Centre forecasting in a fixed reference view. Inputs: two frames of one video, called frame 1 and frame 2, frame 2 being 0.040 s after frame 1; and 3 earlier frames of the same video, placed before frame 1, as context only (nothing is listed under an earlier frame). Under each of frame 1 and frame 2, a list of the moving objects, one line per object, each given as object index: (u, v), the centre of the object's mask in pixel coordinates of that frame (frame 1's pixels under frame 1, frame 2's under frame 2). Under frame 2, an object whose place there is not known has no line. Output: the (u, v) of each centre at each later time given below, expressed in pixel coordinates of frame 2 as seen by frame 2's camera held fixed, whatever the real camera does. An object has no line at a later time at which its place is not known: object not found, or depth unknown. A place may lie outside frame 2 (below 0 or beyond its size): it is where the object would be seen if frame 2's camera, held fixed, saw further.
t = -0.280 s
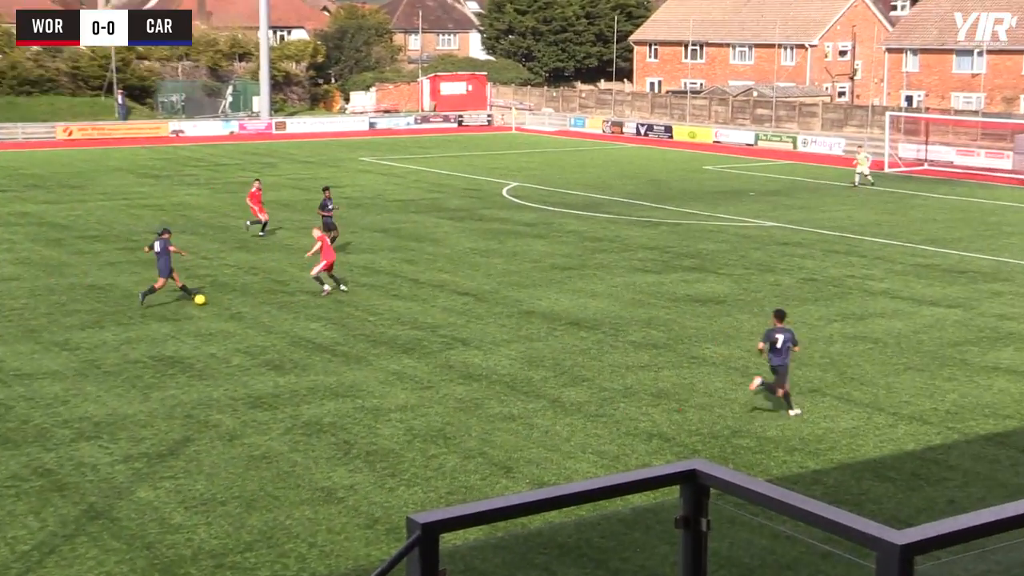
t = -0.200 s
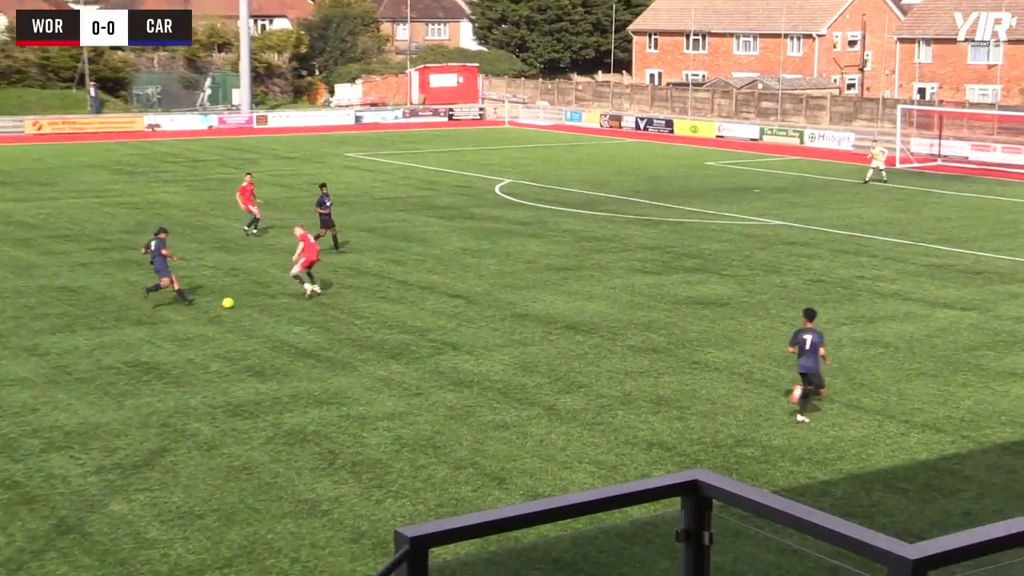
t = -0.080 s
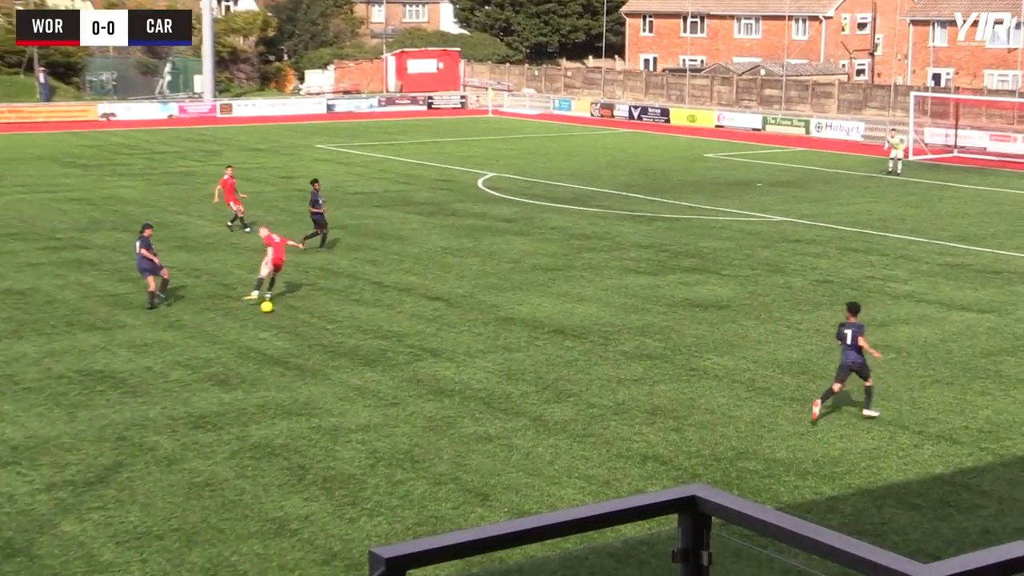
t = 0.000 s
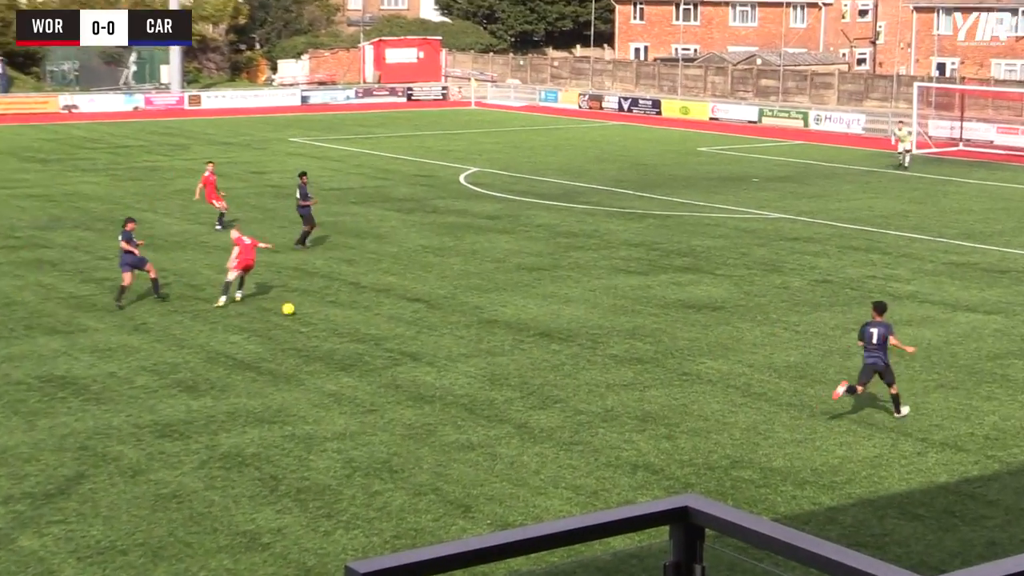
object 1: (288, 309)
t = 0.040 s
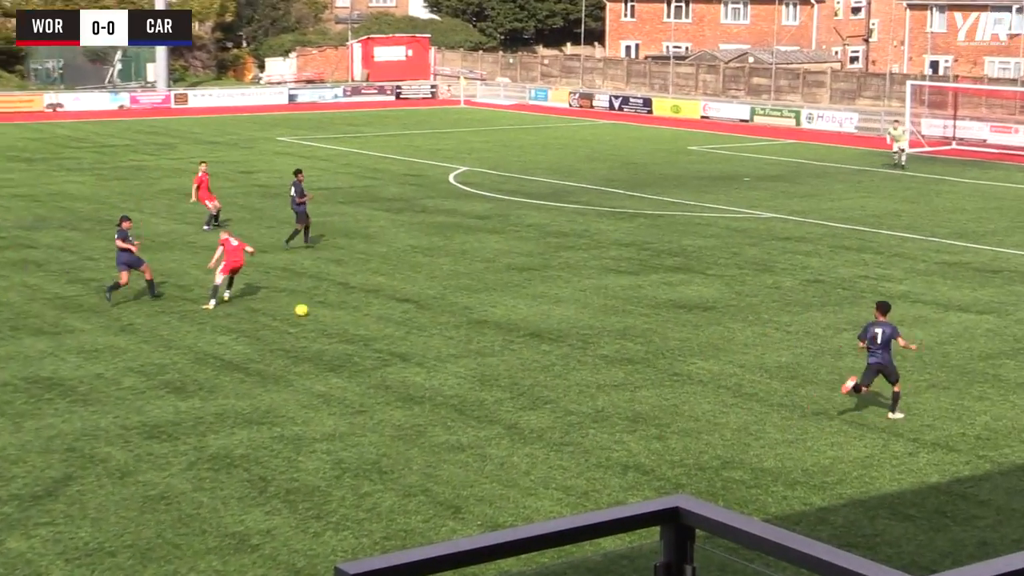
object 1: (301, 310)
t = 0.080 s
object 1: (324, 309)
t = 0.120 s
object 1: (346, 309)
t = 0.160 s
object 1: (368, 310)
